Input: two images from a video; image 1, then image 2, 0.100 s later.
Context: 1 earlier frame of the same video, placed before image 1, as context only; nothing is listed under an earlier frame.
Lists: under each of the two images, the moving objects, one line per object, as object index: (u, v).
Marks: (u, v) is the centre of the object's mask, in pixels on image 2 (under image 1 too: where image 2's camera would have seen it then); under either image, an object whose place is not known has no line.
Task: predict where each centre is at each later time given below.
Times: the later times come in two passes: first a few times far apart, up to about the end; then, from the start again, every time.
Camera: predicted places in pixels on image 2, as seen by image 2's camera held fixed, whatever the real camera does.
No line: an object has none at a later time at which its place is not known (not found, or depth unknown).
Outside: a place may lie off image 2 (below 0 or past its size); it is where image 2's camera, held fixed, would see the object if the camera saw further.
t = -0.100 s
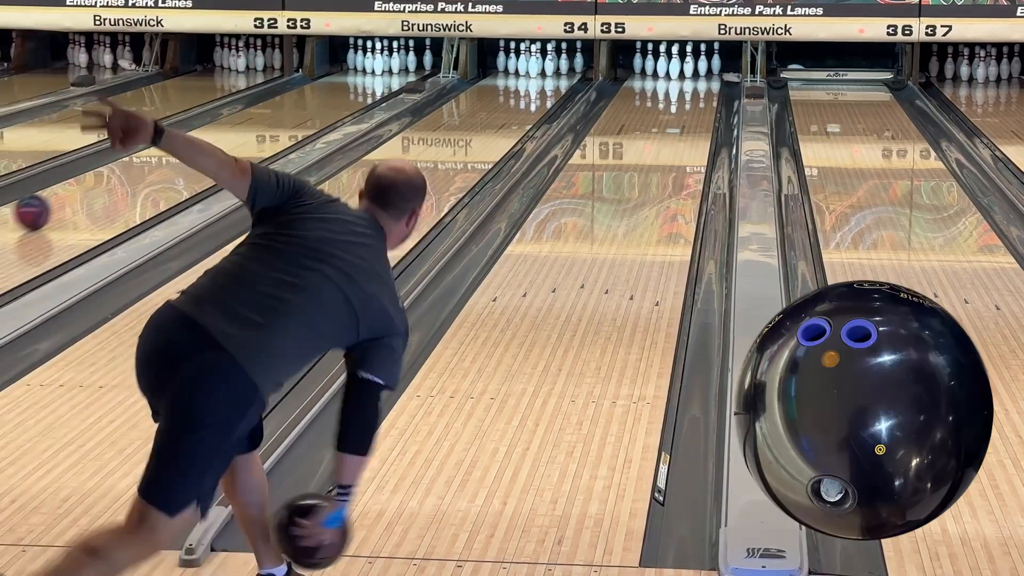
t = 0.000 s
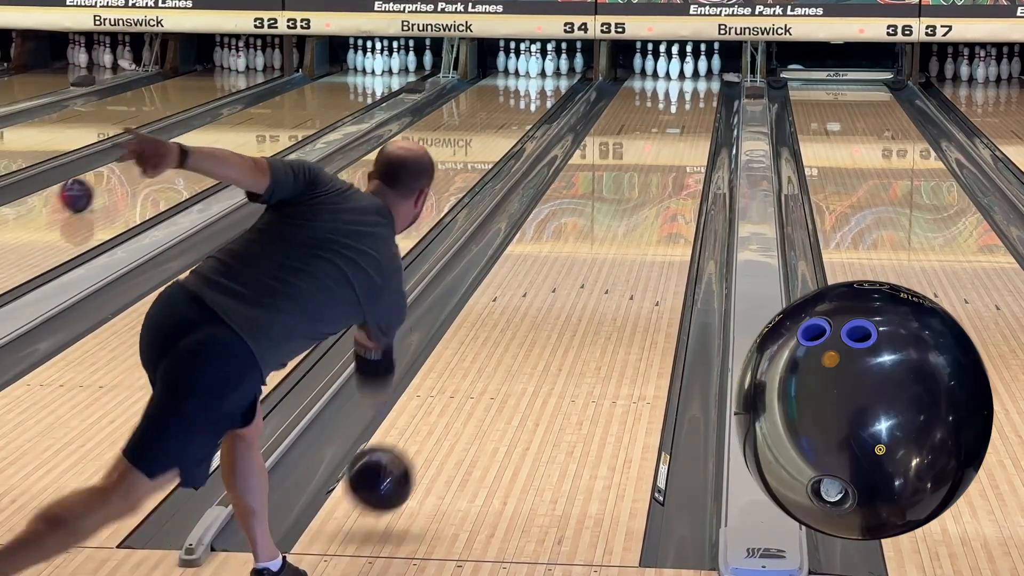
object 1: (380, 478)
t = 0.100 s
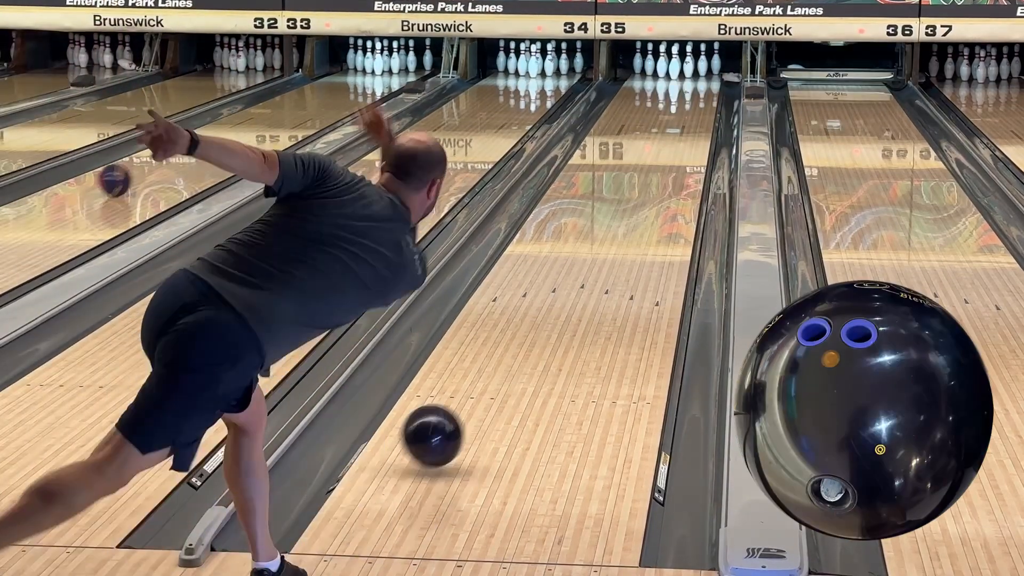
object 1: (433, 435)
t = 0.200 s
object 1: (476, 395)
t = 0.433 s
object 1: (550, 310)
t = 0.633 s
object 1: (595, 259)
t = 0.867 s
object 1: (634, 213)
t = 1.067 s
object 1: (659, 182)
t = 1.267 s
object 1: (678, 158)
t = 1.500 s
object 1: (693, 134)
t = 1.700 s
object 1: (700, 117)
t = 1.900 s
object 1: (701, 104)
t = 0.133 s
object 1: (448, 427)
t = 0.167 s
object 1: (462, 410)
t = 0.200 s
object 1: (476, 395)
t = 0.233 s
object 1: (488, 381)
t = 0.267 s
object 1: (500, 368)
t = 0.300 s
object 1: (511, 355)
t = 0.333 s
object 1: (522, 343)
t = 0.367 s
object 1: (532, 331)
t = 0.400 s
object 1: (541, 320)
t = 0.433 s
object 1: (550, 310)
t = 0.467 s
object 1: (559, 300)
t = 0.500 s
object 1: (567, 291)
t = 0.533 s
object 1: (575, 282)
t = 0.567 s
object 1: (582, 274)
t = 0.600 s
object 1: (589, 266)
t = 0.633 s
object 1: (595, 259)
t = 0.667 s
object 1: (602, 251)
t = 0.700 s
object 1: (608, 244)
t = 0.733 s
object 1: (613, 237)
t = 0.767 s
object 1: (619, 231)
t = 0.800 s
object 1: (624, 225)
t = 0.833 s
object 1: (629, 219)
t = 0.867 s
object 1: (634, 213)
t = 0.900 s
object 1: (639, 207)
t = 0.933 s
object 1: (643, 202)
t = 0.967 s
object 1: (647, 196)
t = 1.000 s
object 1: (651, 191)
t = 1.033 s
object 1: (655, 187)
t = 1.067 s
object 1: (659, 182)
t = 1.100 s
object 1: (662, 178)
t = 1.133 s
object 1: (666, 174)
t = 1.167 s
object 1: (669, 170)
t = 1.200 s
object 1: (672, 166)
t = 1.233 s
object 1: (675, 161)
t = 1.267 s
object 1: (678, 158)
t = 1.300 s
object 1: (681, 154)
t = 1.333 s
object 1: (683, 150)
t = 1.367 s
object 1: (685, 147)
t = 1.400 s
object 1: (687, 144)
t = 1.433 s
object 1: (690, 141)
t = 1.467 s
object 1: (692, 137)
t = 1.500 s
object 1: (693, 134)
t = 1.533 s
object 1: (695, 131)
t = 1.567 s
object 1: (696, 128)
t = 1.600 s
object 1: (698, 125)
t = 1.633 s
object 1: (699, 123)
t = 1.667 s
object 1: (699, 120)
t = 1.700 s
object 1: (700, 117)
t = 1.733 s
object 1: (701, 115)
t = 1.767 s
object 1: (701, 113)
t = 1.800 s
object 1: (702, 110)
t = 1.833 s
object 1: (702, 108)
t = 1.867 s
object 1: (702, 106)
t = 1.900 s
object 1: (701, 104)
